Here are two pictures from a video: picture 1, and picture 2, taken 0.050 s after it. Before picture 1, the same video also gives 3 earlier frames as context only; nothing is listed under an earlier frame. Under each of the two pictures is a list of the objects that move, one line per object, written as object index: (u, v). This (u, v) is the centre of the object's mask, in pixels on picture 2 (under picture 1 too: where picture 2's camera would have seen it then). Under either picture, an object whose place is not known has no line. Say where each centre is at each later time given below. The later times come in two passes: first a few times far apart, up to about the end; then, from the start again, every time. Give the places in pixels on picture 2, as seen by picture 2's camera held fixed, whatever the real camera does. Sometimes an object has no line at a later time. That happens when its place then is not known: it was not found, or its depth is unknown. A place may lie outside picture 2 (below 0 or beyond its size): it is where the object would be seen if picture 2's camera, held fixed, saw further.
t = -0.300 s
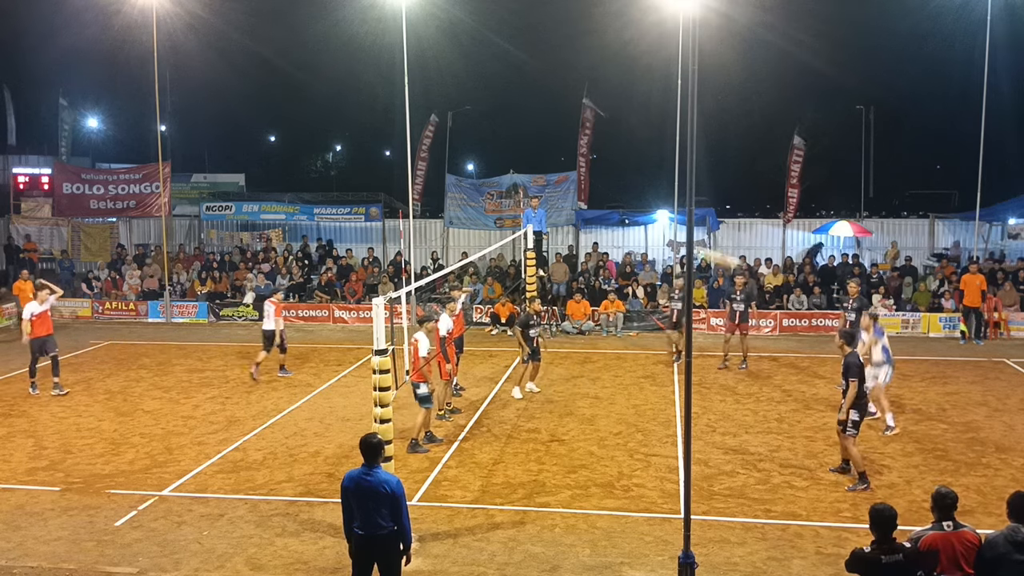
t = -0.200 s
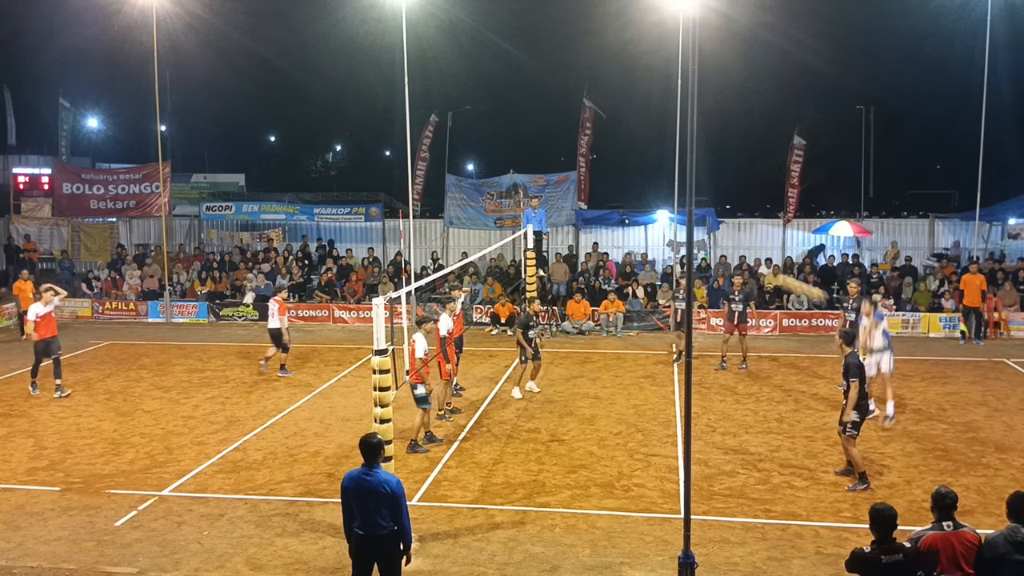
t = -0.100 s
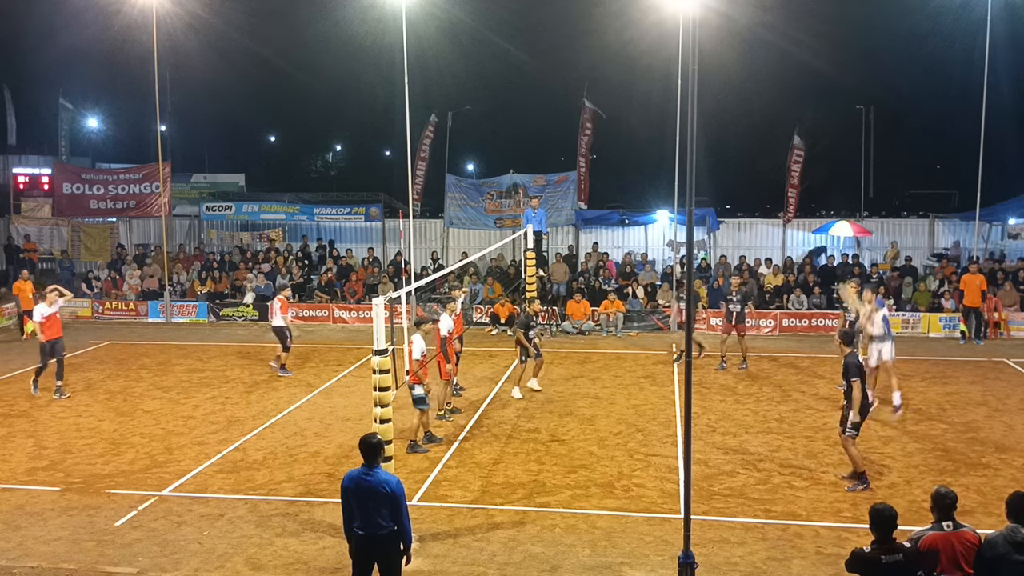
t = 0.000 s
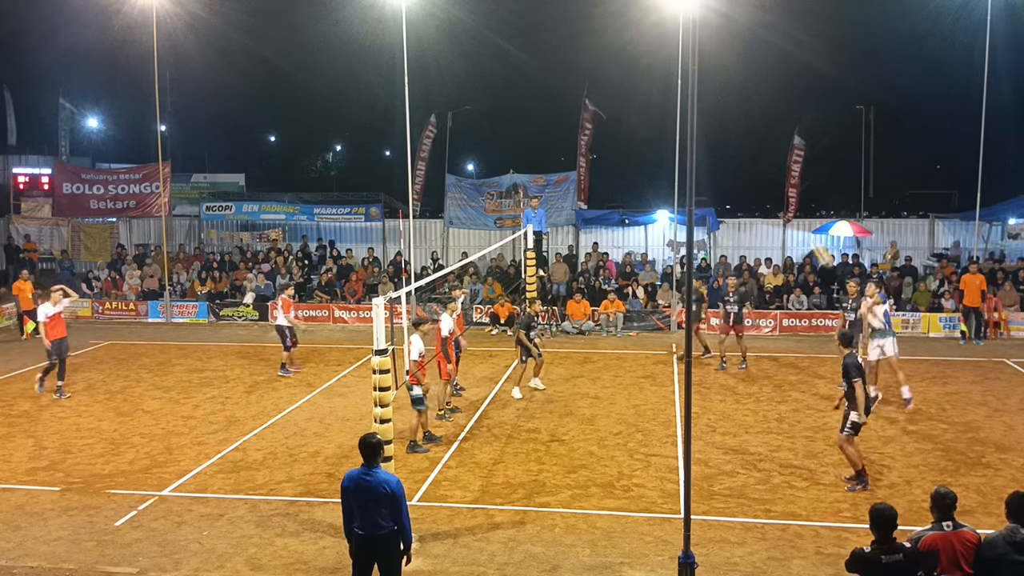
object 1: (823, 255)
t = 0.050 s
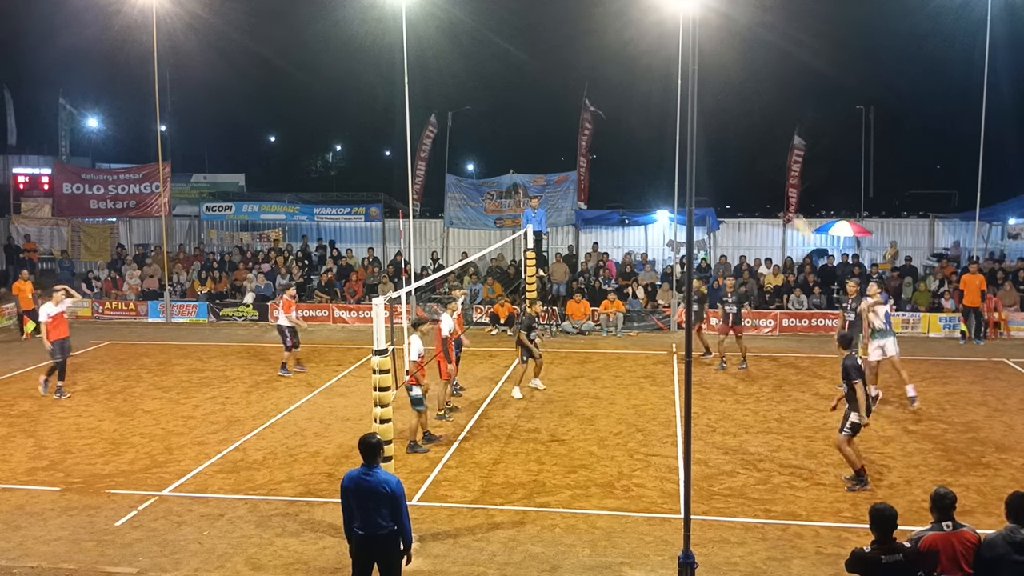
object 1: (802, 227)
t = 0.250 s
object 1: (744, 164)
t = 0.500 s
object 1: (678, 122)
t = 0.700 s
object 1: (631, 119)
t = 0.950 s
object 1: (577, 149)
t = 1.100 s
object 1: (549, 184)
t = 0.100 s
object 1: (788, 209)
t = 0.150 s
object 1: (772, 193)
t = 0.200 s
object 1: (758, 177)
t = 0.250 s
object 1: (744, 164)
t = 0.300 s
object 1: (731, 152)
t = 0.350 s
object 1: (717, 142)
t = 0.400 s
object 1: (705, 134)
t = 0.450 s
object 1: (684, 125)
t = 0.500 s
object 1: (678, 122)
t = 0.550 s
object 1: (666, 120)
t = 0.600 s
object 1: (654, 118)
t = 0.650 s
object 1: (642, 118)
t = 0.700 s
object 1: (631, 119)
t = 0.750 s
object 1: (620, 122)
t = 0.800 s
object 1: (609, 127)
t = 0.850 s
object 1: (598, 133)
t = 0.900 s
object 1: (587, 141)
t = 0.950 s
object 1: (577, 149)
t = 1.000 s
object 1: (567, 160)
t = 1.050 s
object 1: (559, 171)
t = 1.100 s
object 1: (549, 184)
